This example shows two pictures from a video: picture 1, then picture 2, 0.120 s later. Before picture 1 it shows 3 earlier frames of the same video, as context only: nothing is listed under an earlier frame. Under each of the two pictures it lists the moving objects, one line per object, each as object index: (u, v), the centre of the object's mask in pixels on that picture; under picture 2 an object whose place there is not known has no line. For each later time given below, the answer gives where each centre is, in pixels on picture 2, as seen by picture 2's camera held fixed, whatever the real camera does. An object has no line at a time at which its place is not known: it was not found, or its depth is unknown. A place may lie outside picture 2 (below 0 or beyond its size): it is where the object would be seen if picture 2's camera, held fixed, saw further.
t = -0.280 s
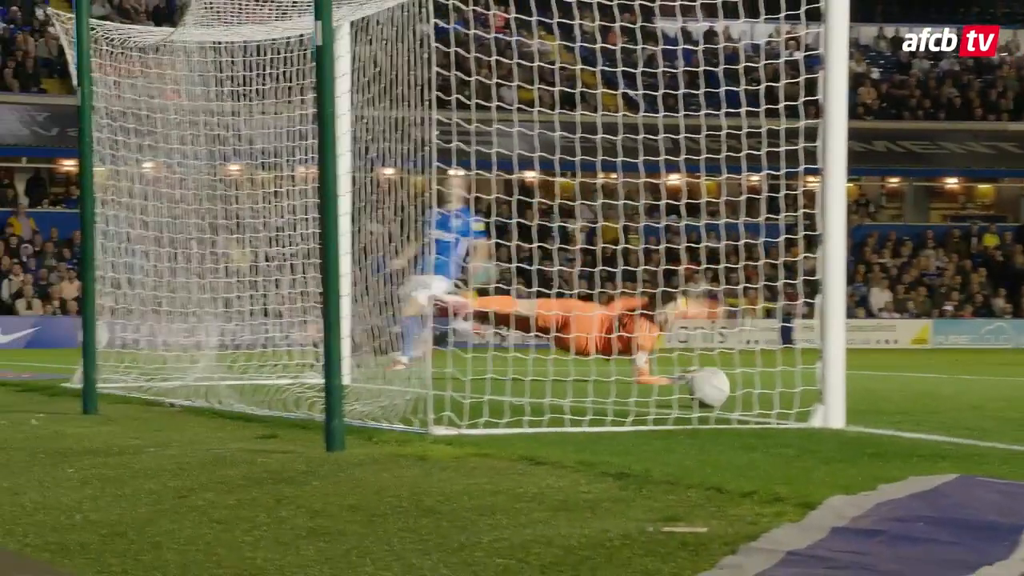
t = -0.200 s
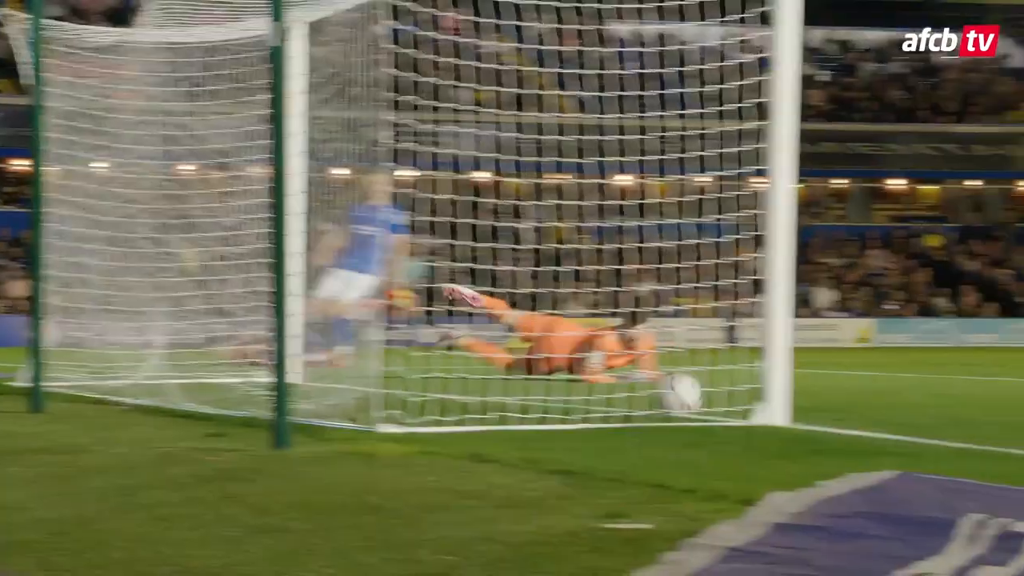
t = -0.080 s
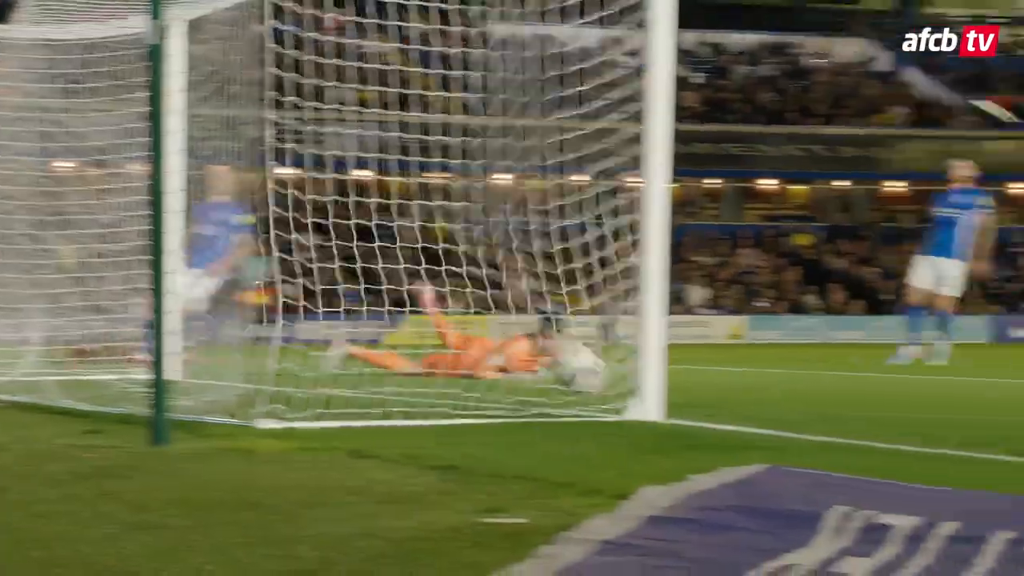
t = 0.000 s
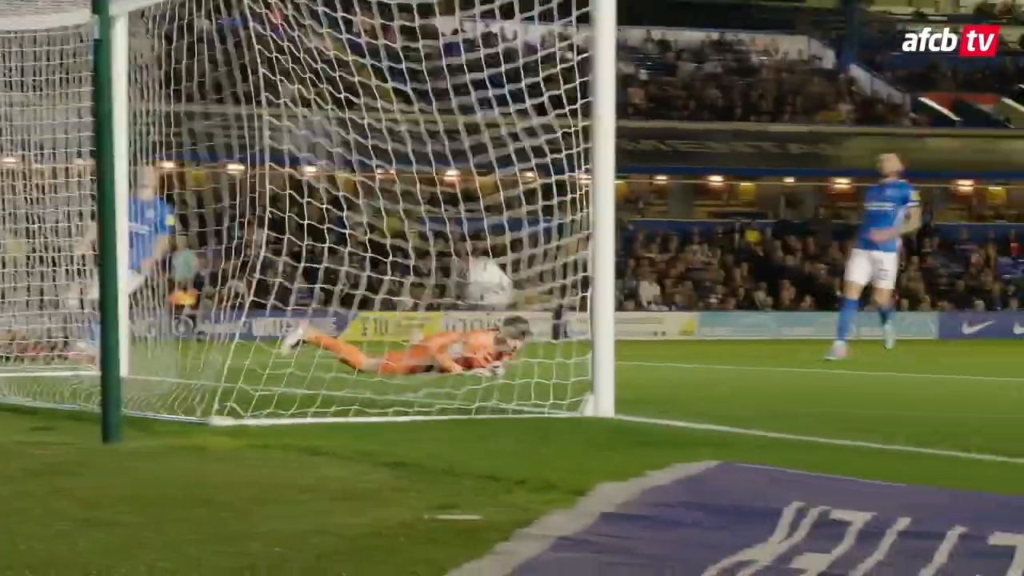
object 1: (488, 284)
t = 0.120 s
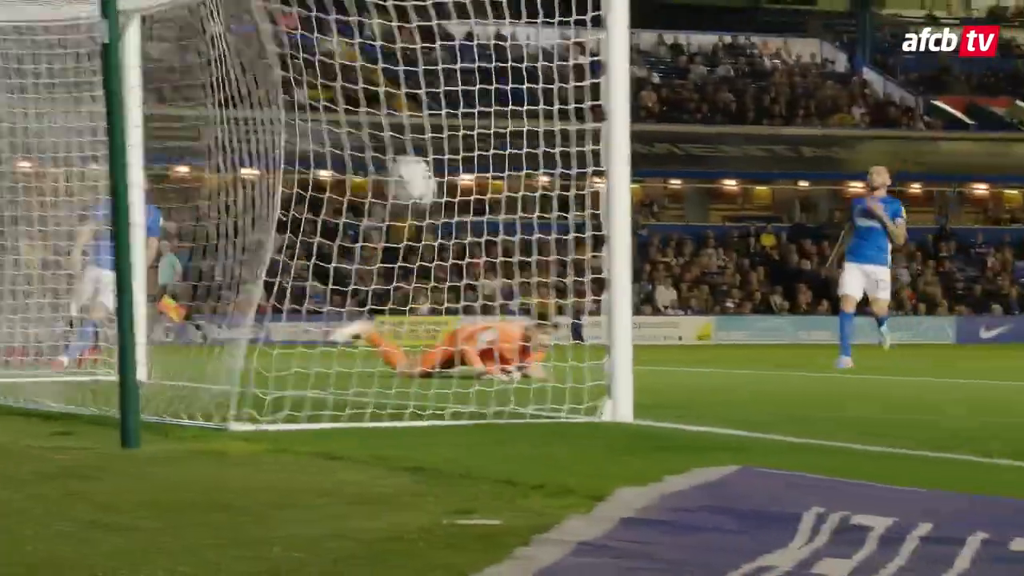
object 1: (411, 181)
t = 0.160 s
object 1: (380, 151)
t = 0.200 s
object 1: (348, 122)
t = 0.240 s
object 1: (313, 98)
